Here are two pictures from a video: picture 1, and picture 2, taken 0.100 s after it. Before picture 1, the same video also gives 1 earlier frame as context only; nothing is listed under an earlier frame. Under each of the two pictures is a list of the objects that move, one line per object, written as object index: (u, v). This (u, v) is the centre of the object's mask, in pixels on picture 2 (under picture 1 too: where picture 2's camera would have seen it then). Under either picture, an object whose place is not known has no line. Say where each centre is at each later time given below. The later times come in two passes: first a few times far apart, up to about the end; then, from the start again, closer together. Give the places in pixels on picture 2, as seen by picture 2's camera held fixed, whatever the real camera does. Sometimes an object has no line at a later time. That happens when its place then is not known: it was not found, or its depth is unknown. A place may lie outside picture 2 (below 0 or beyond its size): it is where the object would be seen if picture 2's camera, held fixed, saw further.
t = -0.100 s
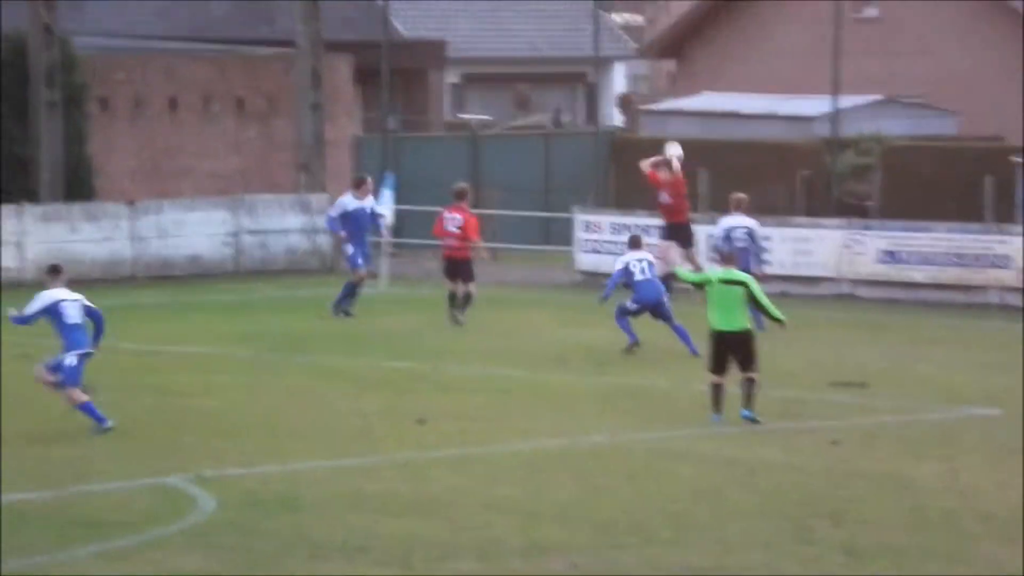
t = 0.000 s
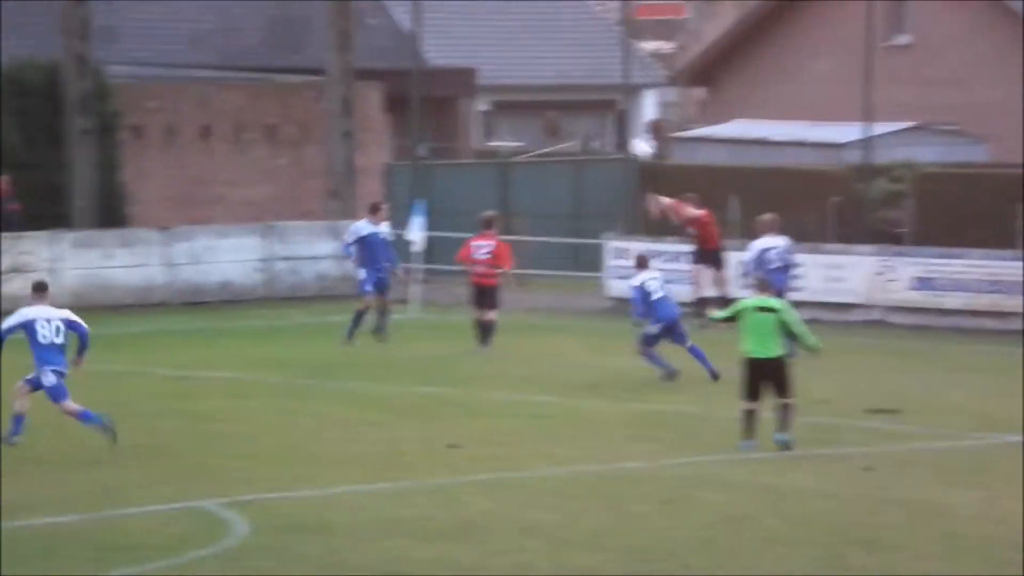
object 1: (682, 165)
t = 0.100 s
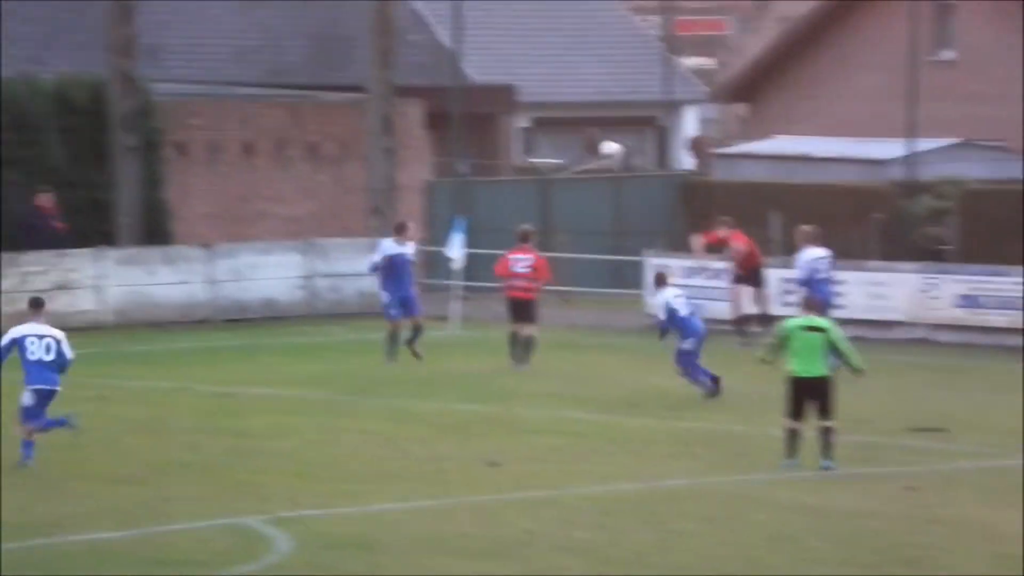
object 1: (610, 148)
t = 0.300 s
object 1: (472, 142)
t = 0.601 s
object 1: (266, 199)
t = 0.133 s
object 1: (587, 145)
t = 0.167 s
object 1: (564, 143)
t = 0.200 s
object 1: (541, 142)
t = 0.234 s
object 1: (519, 140)
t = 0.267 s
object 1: (495, 141)
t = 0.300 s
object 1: (472, 142)
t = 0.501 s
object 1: (336, 174)
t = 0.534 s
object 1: (312, 182)
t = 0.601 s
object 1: (266, 199)
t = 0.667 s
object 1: (227, 220)
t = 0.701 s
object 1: (203, 233)
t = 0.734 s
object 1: (180, 247)
